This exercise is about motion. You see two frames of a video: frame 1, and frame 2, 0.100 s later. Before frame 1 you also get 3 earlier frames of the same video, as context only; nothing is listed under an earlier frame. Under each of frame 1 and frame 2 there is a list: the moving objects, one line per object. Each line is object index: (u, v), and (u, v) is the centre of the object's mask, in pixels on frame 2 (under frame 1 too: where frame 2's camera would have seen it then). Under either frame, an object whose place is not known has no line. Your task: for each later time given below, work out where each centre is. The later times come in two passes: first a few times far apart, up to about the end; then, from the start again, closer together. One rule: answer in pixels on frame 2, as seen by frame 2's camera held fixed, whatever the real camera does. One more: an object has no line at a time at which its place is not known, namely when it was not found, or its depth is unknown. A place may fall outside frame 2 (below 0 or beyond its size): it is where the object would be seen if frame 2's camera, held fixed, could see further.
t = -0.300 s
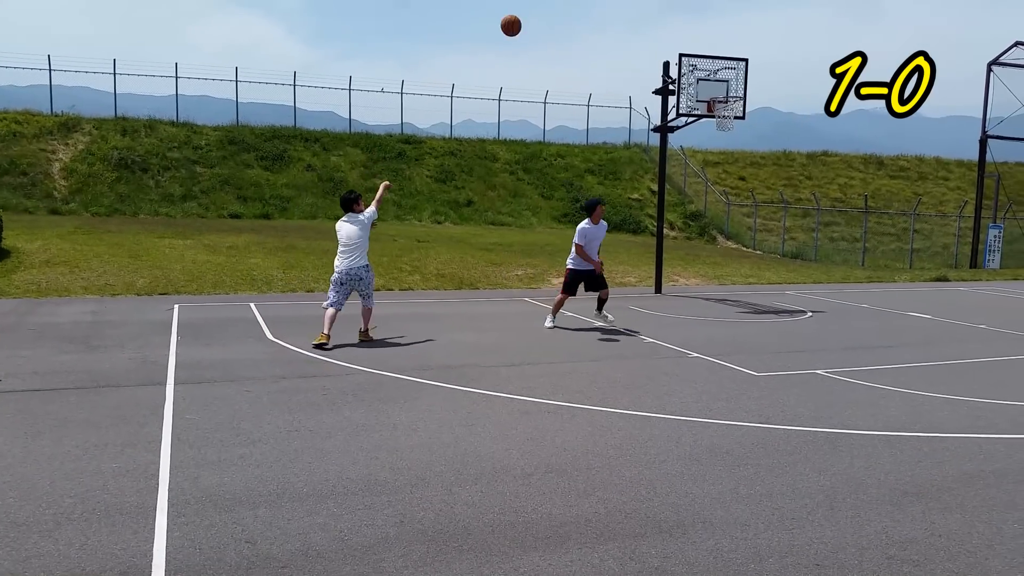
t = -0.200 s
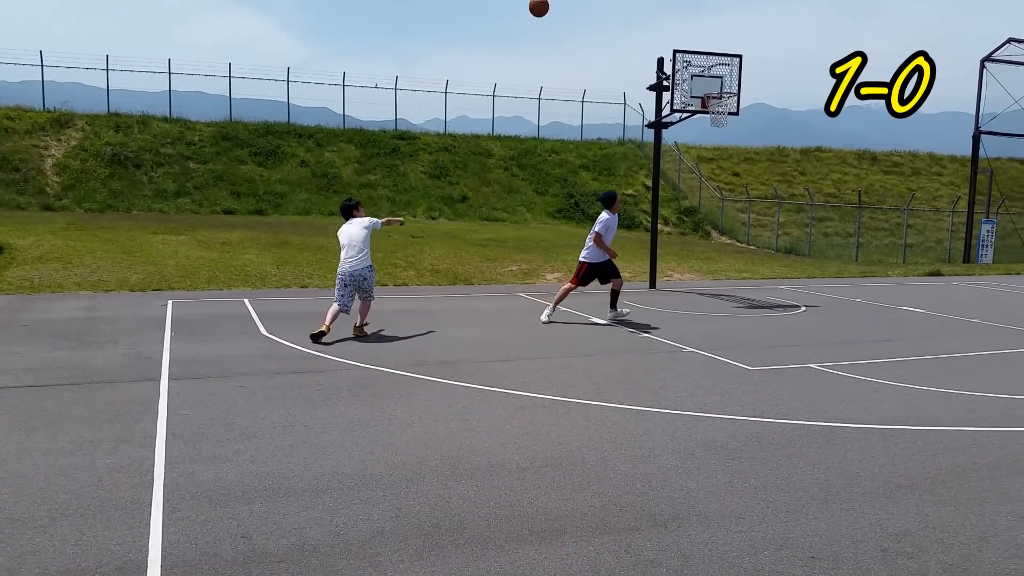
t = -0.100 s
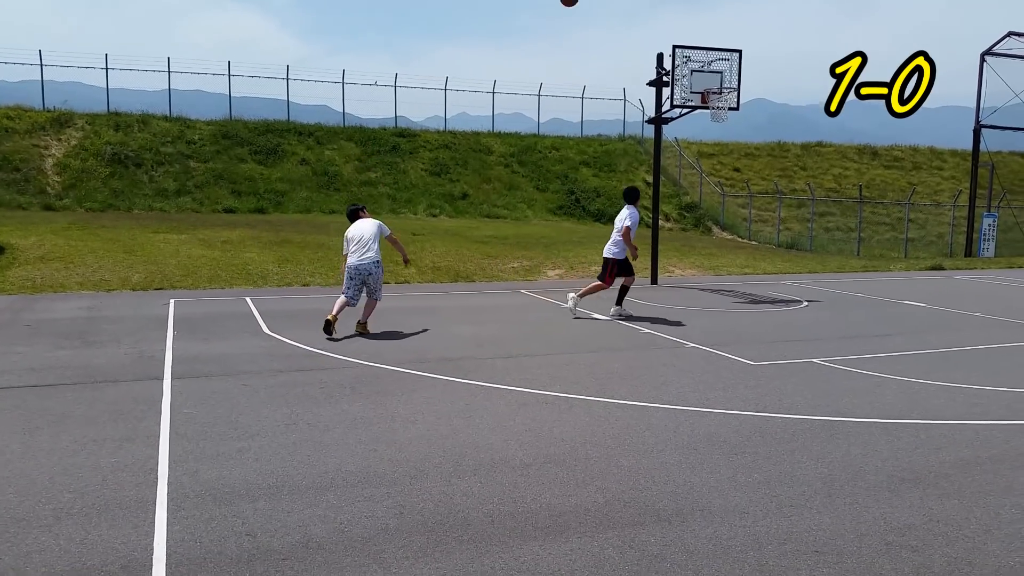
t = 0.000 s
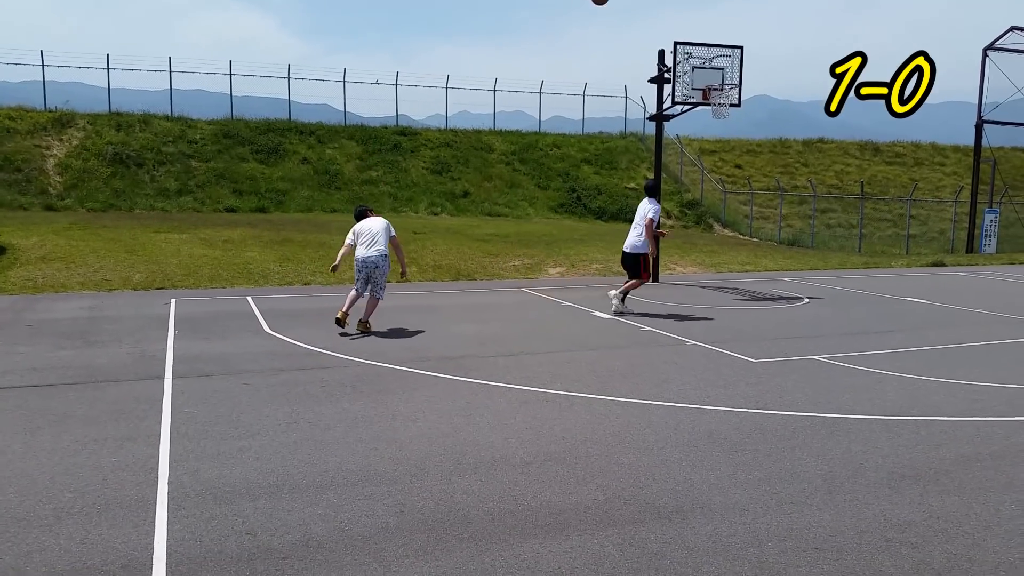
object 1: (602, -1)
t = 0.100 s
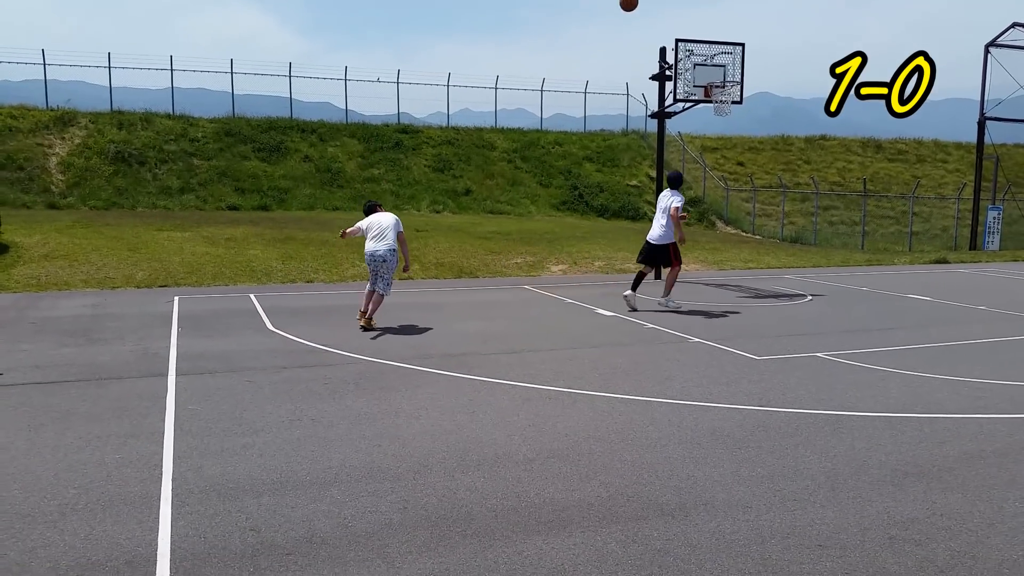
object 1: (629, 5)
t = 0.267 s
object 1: (670, 33)
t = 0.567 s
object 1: (688, 122)
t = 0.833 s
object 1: (642, 248)
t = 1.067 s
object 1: (606, 225)
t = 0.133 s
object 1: (638, 8)
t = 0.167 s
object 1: (647, 11)
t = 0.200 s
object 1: (656, 17)
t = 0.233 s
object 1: (663, 24)
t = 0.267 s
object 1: (670, 33)
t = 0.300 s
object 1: (678, 42)
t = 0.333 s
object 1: (687, 50)
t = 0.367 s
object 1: (695, 60)
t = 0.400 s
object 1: (702, 70)
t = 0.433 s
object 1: (708, 81)
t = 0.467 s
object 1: (705, 90)
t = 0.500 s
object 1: (700, 99)
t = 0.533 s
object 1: (695, 110)
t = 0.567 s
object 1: (688, 122)
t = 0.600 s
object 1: (683, 134)
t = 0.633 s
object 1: (677, 147)
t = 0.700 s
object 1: (666, 178)
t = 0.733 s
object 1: (660, 194)
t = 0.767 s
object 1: (654, 211)
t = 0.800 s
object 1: (648, 229)
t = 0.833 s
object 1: (642, 248)
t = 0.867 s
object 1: (636, 269)
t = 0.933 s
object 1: (625, 287)
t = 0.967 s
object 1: (621, 270)
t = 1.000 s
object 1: (616, 255)
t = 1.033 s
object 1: (611, 240)
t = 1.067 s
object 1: (606, 225)
